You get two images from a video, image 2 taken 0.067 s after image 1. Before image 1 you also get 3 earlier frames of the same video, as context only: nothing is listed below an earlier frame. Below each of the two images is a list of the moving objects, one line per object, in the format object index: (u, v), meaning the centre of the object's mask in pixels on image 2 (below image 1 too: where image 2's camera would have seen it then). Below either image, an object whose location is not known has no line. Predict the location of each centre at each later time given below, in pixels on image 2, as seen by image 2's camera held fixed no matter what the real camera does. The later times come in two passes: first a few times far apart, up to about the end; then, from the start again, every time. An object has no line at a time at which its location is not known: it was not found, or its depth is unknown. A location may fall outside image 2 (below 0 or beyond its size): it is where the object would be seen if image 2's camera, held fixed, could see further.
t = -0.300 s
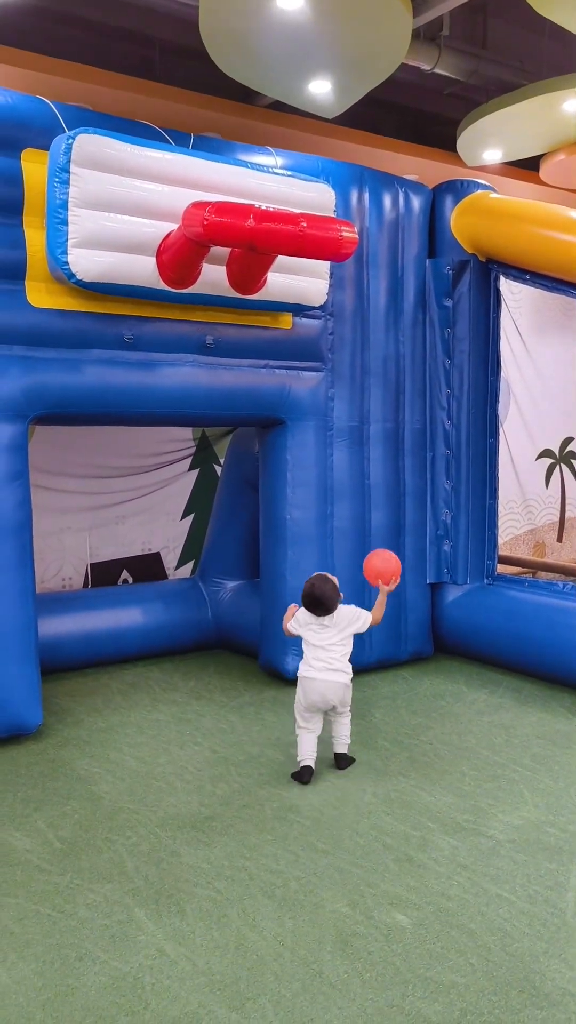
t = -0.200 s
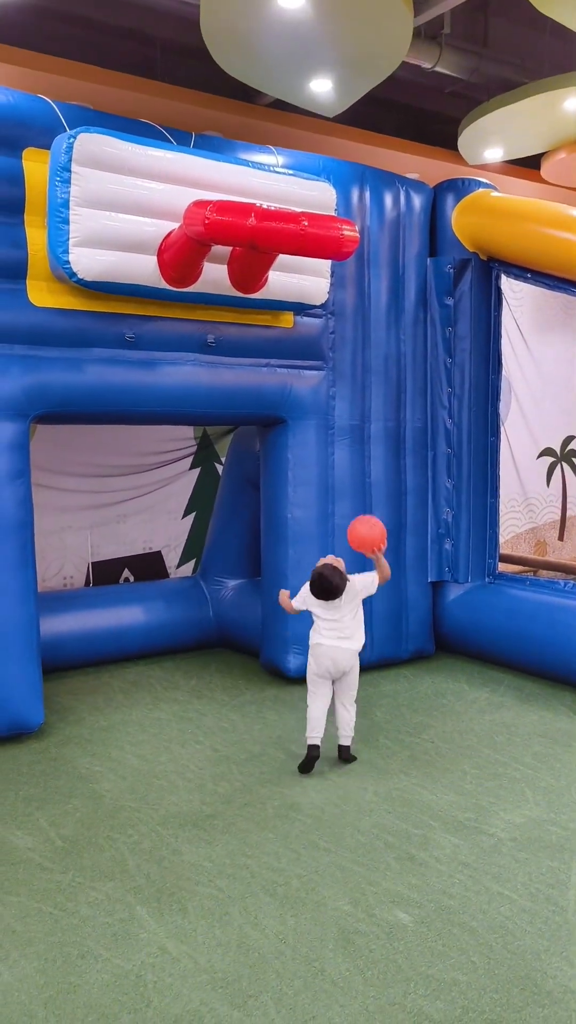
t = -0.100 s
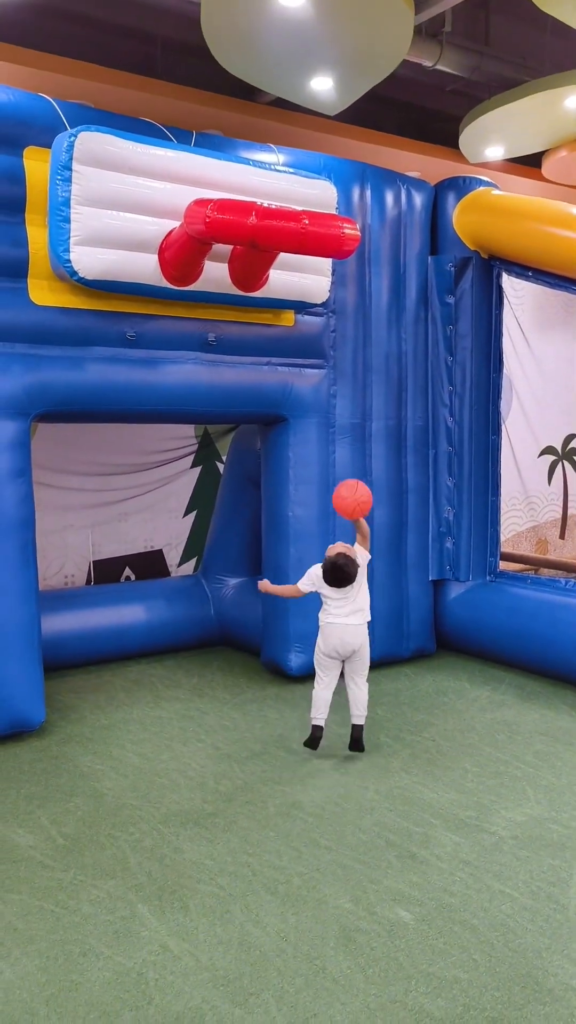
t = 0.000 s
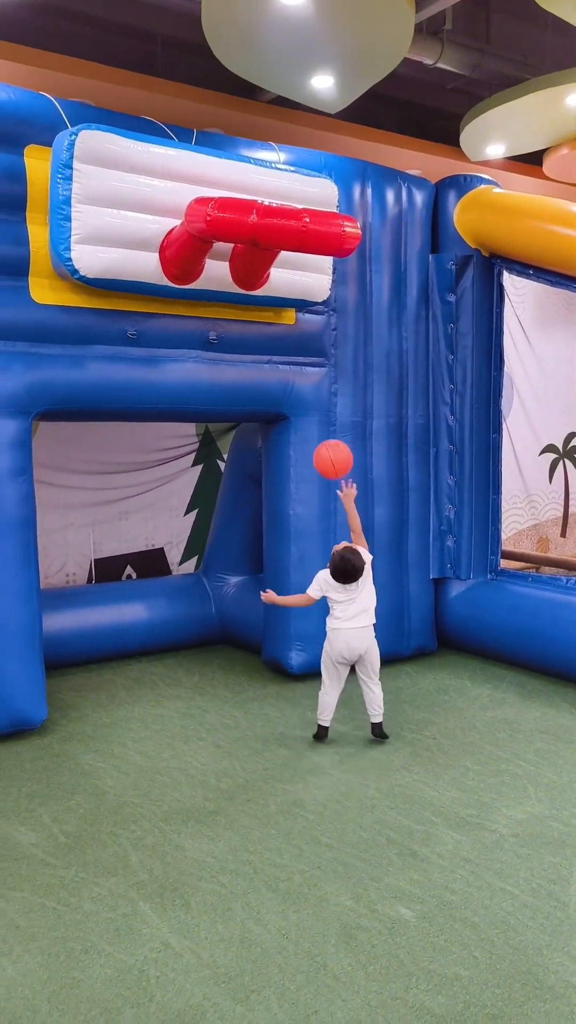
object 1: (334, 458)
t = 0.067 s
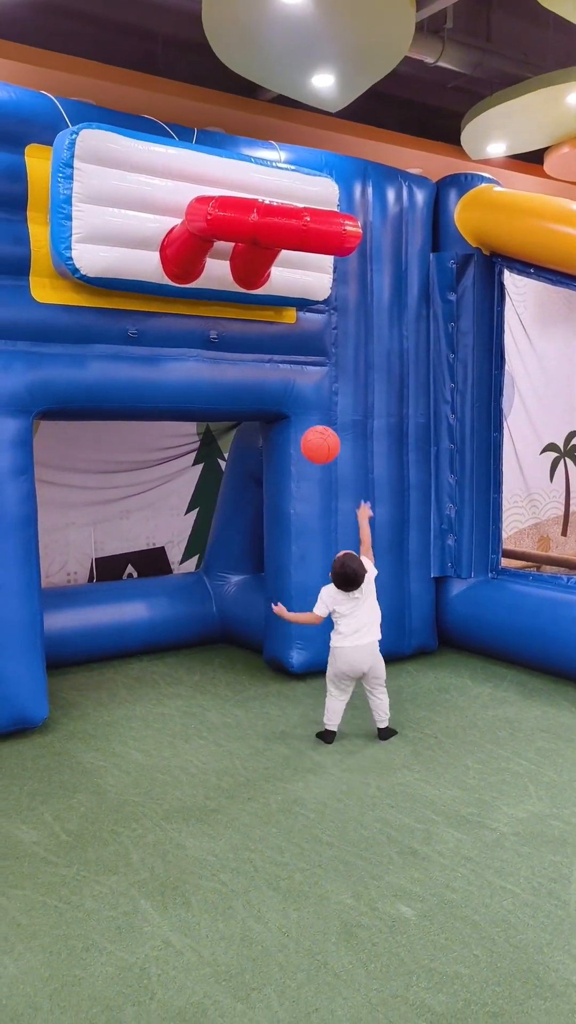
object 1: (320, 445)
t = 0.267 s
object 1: (282, 461)
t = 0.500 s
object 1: (243, 579)
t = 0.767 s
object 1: (215, 659)
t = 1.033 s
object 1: (200, 598)
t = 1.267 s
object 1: (190, 654)
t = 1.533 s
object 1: (179, 655)
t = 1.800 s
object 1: (168, 675)
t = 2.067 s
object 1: (157, 666)
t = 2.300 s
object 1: (148, 681)
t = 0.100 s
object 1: (313, 441)
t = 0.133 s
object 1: (307, 441)
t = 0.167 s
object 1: (300, 442)
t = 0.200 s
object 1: (294, 446)
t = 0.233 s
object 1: (288, 453)
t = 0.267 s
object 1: (282, 461)
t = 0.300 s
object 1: (276, 472)
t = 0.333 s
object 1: (270, 486)
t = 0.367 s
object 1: (265, 501)
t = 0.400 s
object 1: (259, 518)
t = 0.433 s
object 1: (254, 536)
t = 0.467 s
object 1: (249, 557)
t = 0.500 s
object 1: (243, 579)
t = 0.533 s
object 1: (238, 604)
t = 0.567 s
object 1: (234, 629)
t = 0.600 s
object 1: (229, 656)
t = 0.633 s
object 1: (225, 685)
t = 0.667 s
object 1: (221, 714)
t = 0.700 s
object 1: (219, 695)
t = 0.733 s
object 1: (217, 675)
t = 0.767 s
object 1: (215, 659)
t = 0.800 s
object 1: (212, 644)
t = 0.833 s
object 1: (210, 630)
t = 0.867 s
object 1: (209, 619)
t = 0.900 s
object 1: (207, 611)
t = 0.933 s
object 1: (205, 604)
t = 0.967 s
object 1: (203, 600)
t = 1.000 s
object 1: (202, 598)
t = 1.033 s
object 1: (200, 598)
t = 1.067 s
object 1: (199, 599)
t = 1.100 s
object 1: (197, 603)
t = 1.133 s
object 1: (196, 609)
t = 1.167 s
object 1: (194, 617)
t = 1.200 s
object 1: (193, 628)
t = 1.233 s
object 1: (191, 640)
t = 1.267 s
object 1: (190, 654)
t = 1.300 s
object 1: (189, 670)
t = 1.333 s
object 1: (188, 687)
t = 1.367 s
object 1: (187, 706)
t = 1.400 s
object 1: (185, 693)
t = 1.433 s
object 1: (184, 680)
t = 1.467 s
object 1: (182, 670)
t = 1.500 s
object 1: (180, 661)
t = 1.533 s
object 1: (179, 655)
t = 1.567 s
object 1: (177, 650)
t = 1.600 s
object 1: (176, 648)
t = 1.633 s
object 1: (175, 648)
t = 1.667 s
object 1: (173, 649)
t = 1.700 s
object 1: (172, 653)
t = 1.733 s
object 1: (170, 659)
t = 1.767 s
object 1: (169, 666)
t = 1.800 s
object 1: (168, 675)
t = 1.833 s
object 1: (167, 687)
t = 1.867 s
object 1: (166, 698)
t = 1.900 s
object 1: (164, 688)
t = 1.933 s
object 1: (163, 680)
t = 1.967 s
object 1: (162, 673)
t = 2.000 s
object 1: (160, 669)
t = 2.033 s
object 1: (159, 666)
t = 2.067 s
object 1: (157, 666)
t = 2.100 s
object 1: (156, 668)
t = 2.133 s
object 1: (154, 671)
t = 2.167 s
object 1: (153, 676)
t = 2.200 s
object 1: (152, 684)
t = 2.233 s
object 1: (151, 693)
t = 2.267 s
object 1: (150, 687)
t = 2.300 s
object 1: (148, 681)
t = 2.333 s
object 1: (147, 677)
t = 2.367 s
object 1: (146, 675)
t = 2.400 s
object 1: (145, 675)
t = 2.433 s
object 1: (144, 677)
